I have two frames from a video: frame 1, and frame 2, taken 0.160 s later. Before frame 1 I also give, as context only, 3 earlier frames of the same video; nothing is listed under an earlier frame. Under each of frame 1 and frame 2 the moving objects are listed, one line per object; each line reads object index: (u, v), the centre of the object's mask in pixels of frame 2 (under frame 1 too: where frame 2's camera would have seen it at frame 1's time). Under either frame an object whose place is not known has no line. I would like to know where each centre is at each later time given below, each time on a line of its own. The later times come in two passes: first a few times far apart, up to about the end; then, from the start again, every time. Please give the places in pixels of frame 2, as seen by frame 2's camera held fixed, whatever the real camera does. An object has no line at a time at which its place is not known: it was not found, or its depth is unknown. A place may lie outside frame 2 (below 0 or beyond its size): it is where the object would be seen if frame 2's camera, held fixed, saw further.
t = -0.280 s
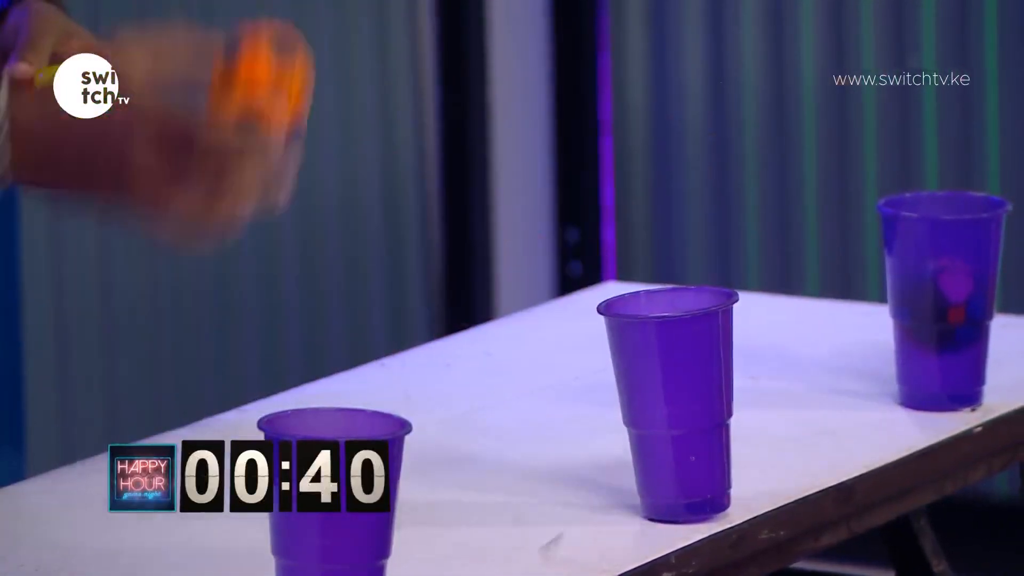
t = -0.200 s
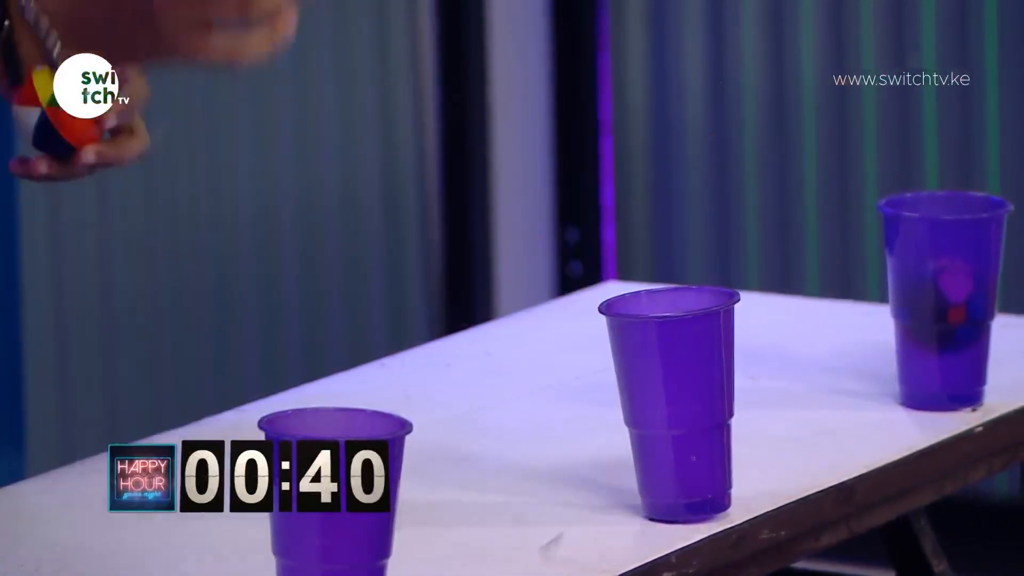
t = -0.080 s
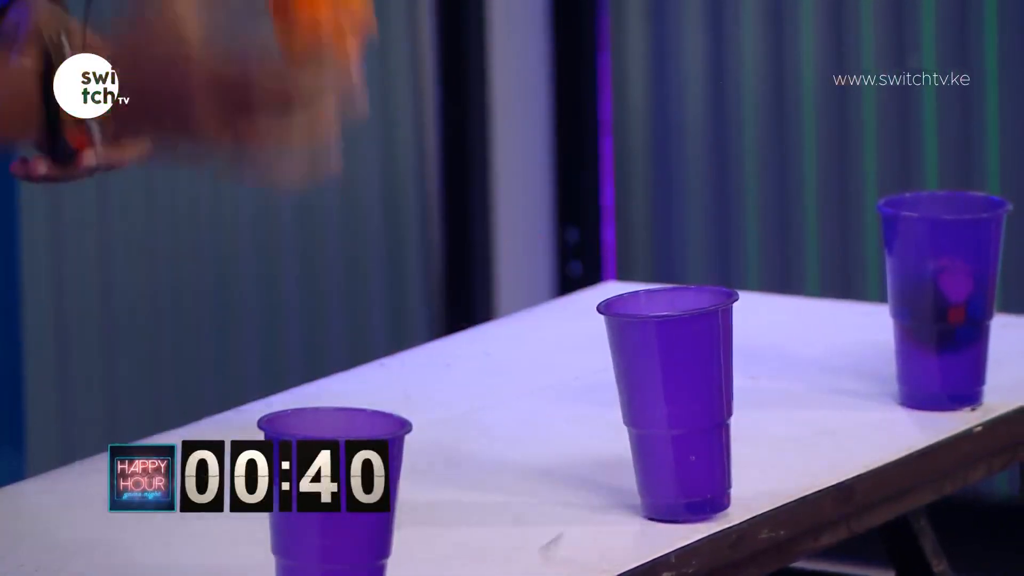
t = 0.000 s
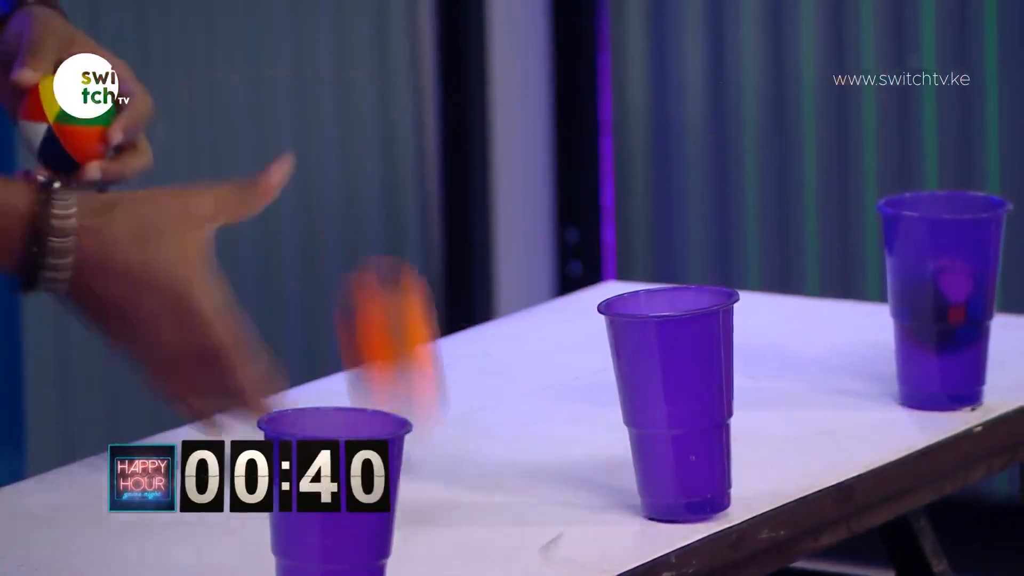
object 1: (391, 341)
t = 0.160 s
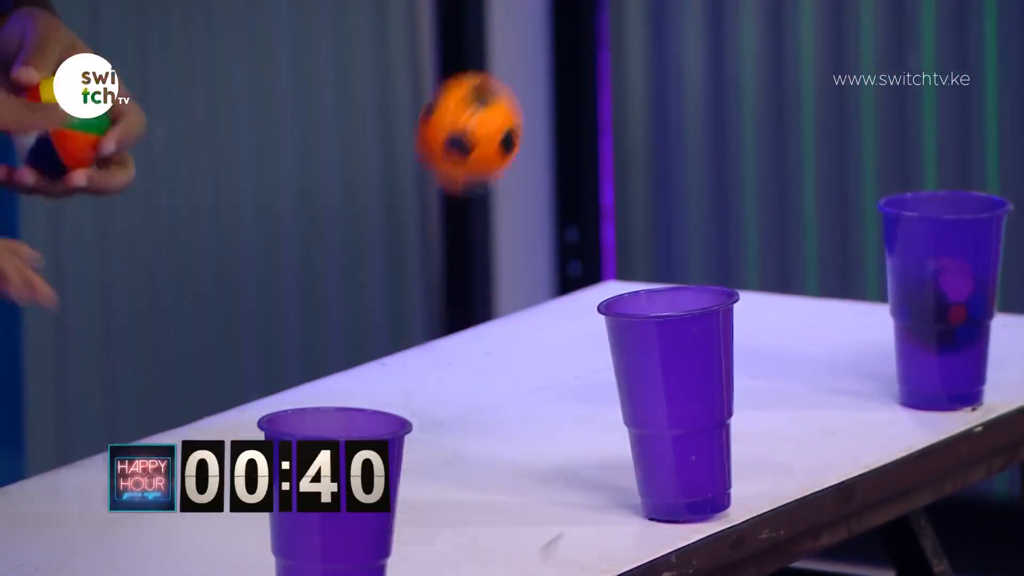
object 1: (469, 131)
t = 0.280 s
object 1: (530, 106)
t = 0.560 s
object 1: (508, 293)
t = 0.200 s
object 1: (487, 98)
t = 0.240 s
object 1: (509, 89)
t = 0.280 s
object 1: (530, 106)
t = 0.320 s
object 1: (553, 150)
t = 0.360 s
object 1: (575, 221)
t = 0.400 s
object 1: (576, 243)
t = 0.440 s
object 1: (558, 223)
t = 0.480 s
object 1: (542, 221)
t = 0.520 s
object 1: (524, 247)
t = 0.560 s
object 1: (508, 293)
